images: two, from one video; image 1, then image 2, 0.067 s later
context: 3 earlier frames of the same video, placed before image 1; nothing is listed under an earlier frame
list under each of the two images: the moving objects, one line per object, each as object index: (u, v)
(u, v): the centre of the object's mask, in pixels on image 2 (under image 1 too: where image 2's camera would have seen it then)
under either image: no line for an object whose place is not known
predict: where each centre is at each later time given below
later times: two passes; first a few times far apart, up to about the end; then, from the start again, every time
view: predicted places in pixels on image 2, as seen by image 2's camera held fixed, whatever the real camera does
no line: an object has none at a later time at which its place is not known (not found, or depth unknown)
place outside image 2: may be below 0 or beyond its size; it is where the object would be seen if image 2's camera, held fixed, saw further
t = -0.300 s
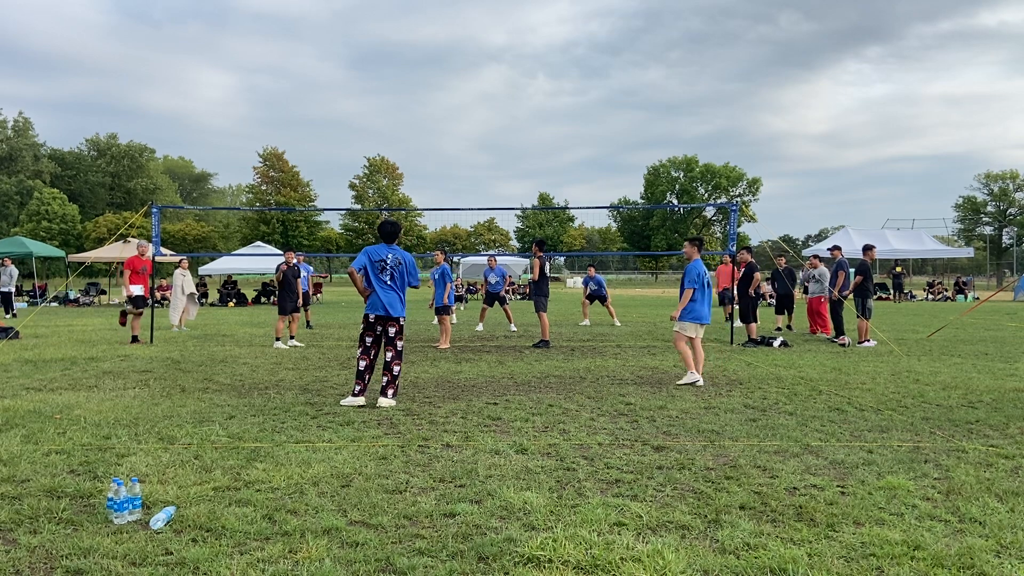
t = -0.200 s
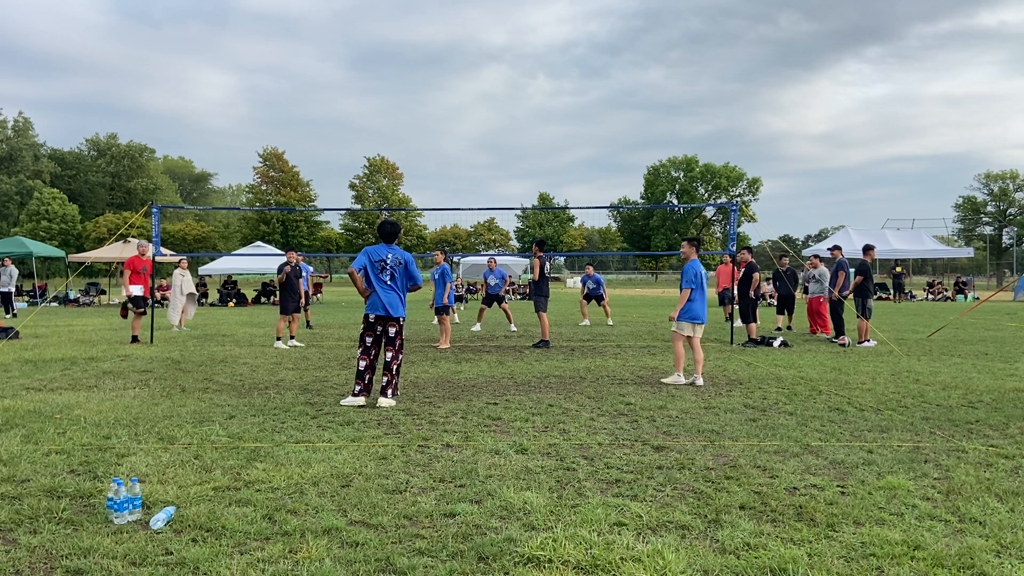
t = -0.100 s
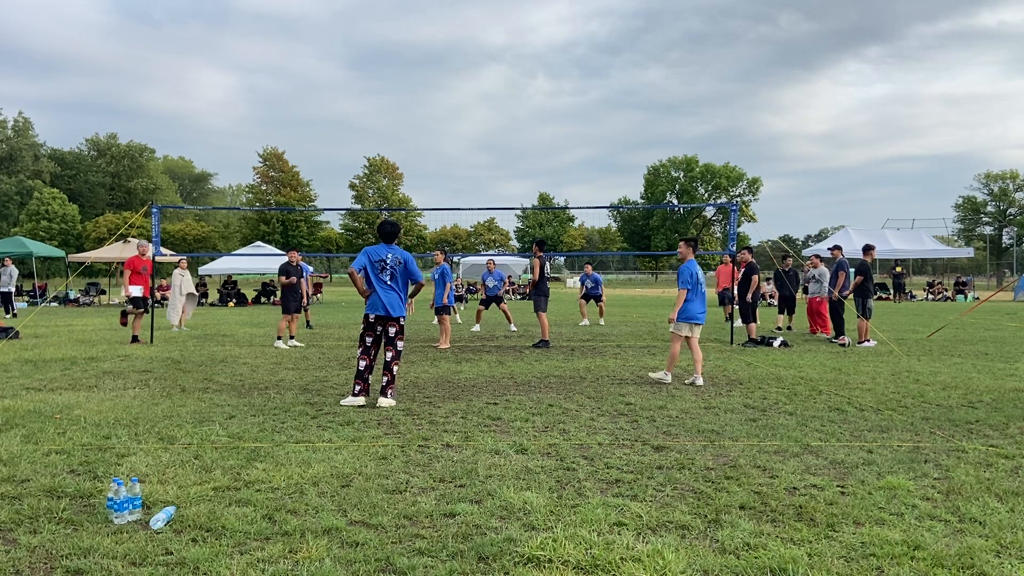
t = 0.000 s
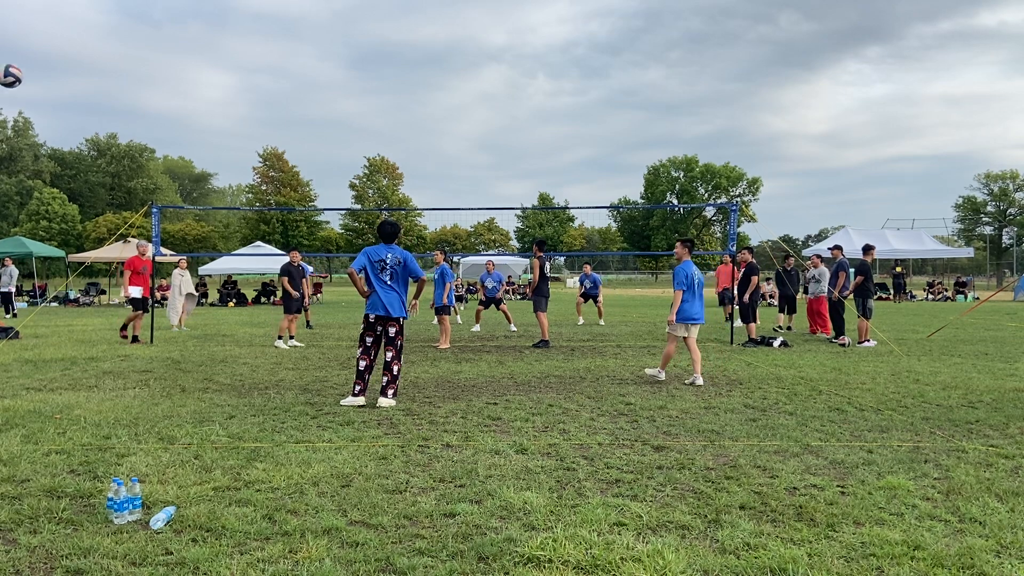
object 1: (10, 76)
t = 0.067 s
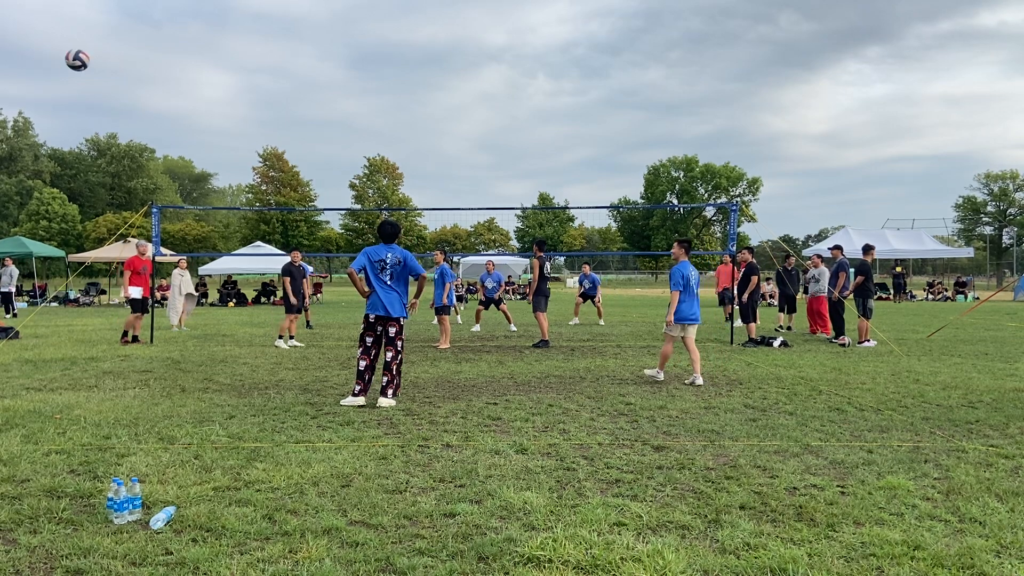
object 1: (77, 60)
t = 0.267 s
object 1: (219, 48)
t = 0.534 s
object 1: (328, 81)
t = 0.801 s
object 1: (394, 136)
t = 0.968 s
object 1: (423, 175)
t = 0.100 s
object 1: (107, 55)
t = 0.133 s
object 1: (133, 51)
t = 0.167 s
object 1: (157, 49)
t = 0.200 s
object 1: (180, 47)
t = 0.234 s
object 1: (200, 47)
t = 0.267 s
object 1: (219, 48)
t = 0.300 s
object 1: (236, 50)
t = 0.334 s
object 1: (253, 53)
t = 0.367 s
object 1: (268, 57)
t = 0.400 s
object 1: (281, 61)
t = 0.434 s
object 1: (294, 65)
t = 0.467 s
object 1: (306, 70)
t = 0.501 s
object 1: (318, 76)
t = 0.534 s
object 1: (328, 81)
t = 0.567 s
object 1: (338, 87)
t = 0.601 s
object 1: (347, 94)
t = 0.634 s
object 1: (356, 100)
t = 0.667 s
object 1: (364, 107)
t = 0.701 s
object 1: (372, 114)
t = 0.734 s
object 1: (379, 121)
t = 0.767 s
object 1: (387, 128)
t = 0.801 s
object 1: (394, 136)
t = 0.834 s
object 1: (400, 143)
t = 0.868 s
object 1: (406, 151)
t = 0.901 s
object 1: (412, 159)
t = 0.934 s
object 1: (418, 167)
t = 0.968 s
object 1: (423, 175)
